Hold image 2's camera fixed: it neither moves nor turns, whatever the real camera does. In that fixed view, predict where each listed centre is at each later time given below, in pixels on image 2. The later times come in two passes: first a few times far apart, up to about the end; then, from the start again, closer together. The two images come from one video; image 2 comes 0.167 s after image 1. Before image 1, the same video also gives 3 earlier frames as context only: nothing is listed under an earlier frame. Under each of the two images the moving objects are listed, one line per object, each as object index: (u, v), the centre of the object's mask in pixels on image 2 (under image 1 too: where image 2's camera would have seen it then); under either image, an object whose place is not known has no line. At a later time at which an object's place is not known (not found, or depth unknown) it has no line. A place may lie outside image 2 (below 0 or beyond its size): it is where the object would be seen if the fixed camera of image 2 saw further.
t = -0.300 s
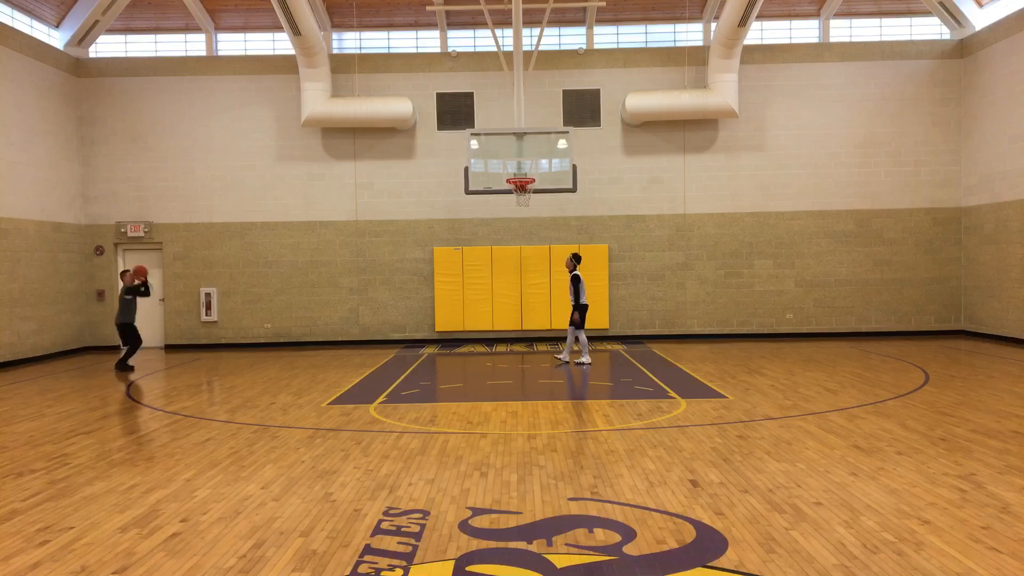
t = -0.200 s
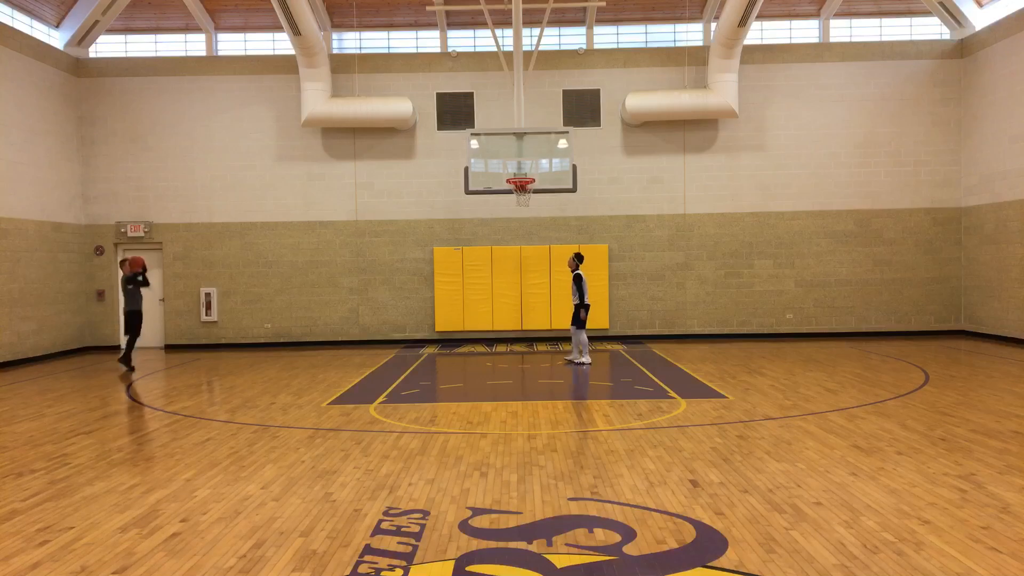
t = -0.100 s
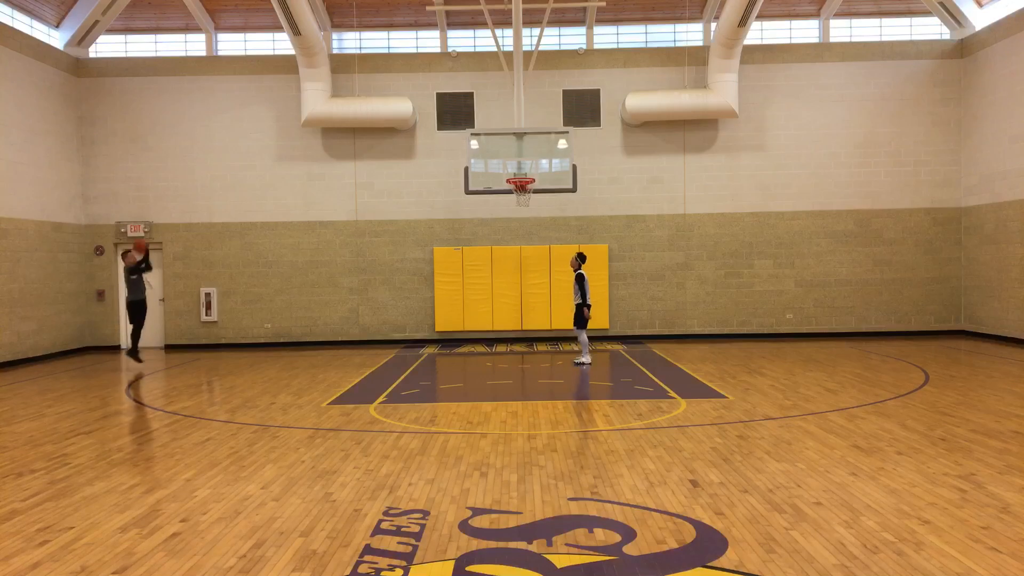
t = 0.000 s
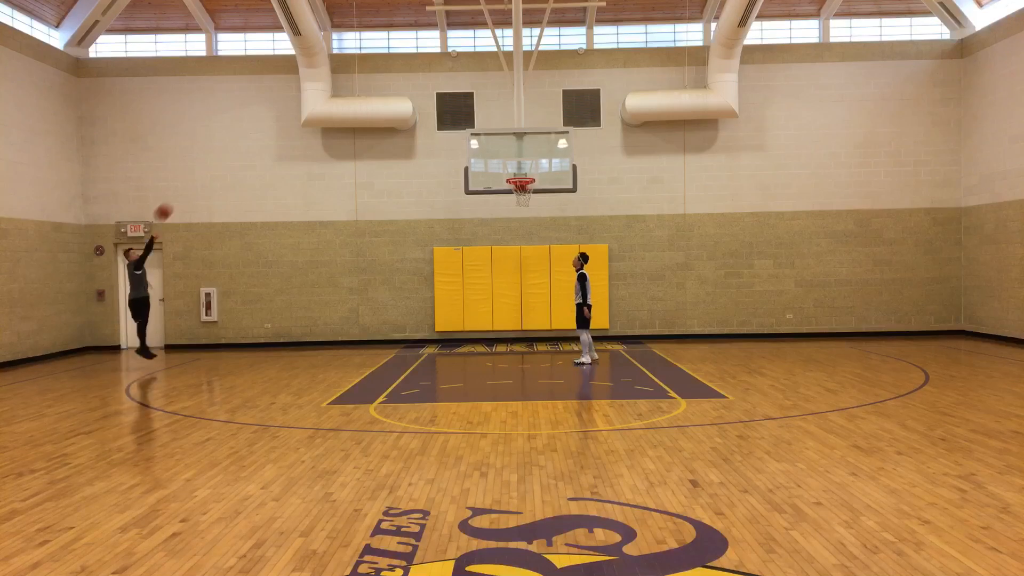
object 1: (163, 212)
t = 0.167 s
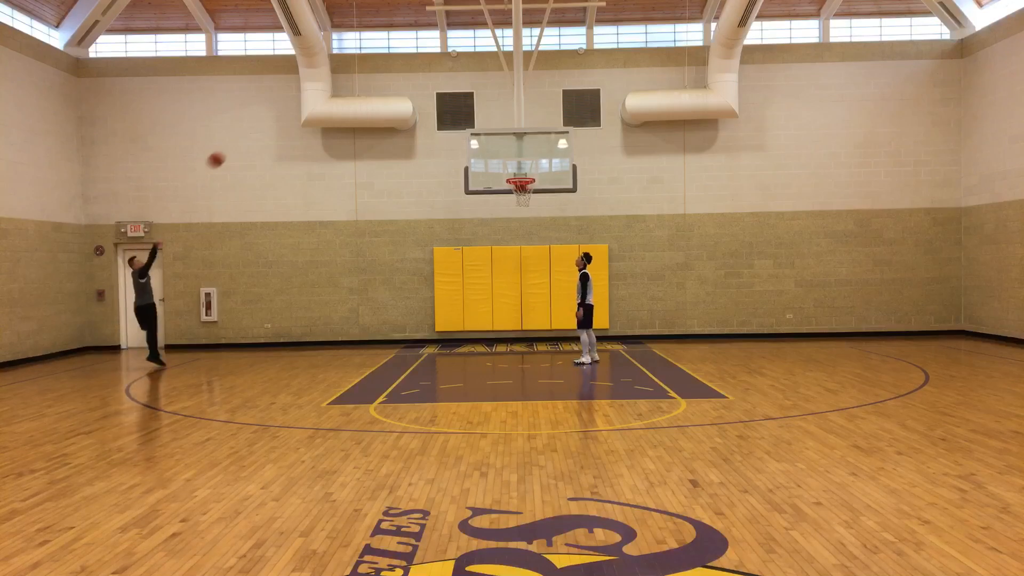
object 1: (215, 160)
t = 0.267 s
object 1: (247, 136)
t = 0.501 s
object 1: (321, 102)
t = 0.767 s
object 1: (405, 103)
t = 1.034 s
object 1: (488, 144)
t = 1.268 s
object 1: (521, 188)
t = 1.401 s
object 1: (534, 196)
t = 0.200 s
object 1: (227, 151)
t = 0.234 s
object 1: (237, 143)
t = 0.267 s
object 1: (247, 136)
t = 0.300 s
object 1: (258, 129)
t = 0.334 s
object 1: (268, 123)
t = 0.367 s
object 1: (279, 118)
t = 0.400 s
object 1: (289, 113)
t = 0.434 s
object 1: (299, 109)
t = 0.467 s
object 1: (310, 105)
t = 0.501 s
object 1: (321, 102)
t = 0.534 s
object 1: (331, 100)
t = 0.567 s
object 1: (342, 98)
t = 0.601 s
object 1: (352, 97)
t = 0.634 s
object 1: (362, 97)
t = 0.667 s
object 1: (373, 98)
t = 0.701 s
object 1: (383, 98)
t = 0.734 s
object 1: (394, 100)
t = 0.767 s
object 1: (405, 103)
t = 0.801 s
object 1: (416, 106)
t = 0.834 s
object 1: (425, 109)
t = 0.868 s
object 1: (436, 113)
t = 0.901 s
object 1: (447, 118)
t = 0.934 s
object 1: (457, 123)
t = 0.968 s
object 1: (467, 129)
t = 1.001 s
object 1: (478, 136)
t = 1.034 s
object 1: (488, 144)
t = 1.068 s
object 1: (498, 151)
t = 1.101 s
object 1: (509, 160)
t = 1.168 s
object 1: (528, 177)
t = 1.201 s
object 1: (521, 182)
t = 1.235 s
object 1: (519, 185)
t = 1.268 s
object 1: (521, 188)
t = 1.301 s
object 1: (525, 192)
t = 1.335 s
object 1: (530, 197)
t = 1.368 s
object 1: (532, 196)
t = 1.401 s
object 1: (534, 196)
